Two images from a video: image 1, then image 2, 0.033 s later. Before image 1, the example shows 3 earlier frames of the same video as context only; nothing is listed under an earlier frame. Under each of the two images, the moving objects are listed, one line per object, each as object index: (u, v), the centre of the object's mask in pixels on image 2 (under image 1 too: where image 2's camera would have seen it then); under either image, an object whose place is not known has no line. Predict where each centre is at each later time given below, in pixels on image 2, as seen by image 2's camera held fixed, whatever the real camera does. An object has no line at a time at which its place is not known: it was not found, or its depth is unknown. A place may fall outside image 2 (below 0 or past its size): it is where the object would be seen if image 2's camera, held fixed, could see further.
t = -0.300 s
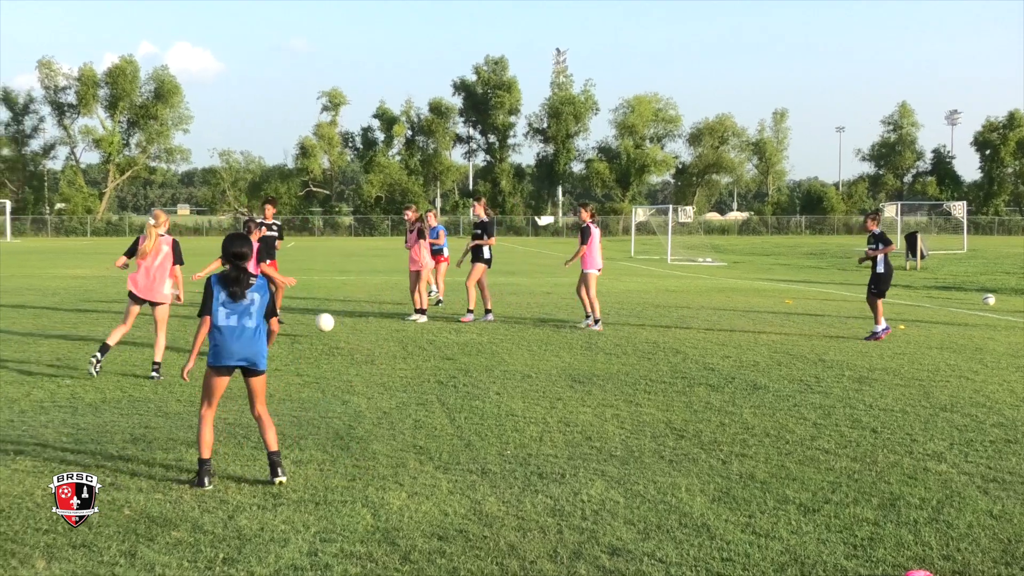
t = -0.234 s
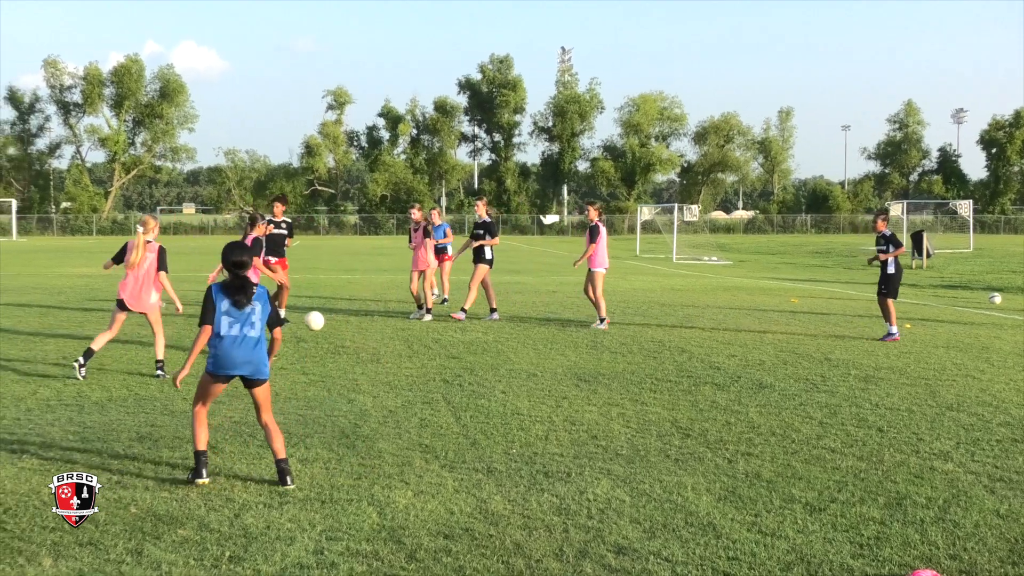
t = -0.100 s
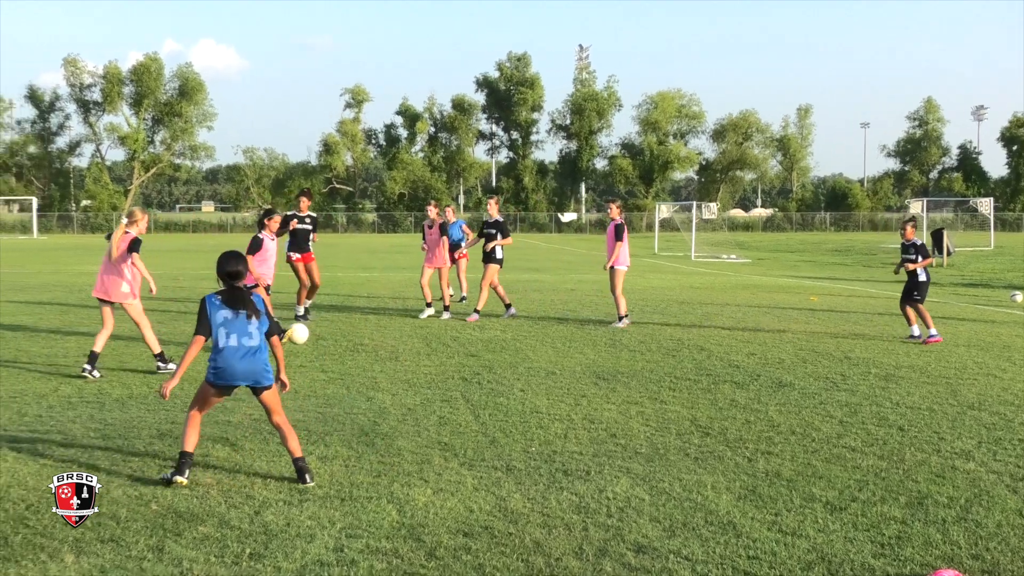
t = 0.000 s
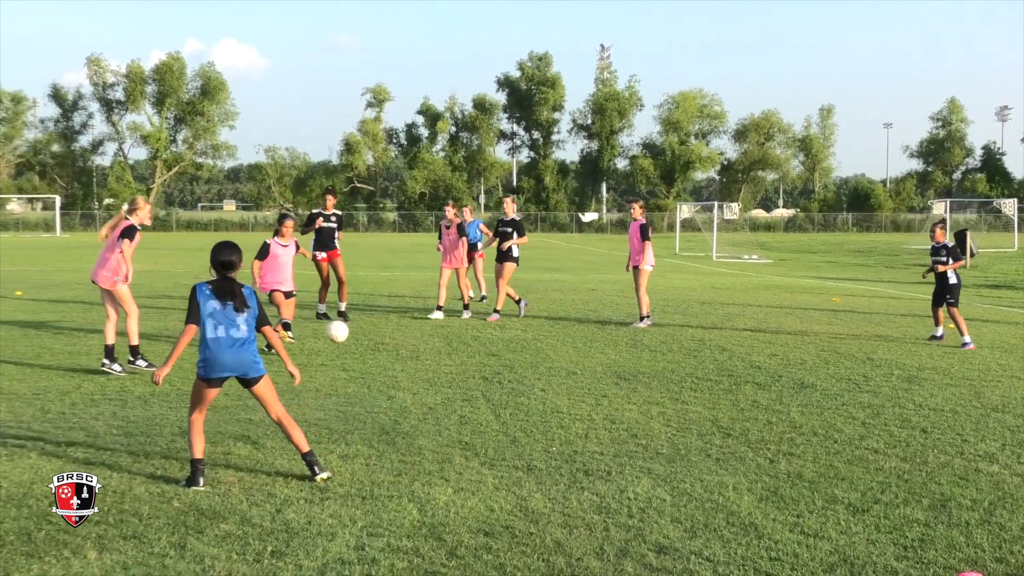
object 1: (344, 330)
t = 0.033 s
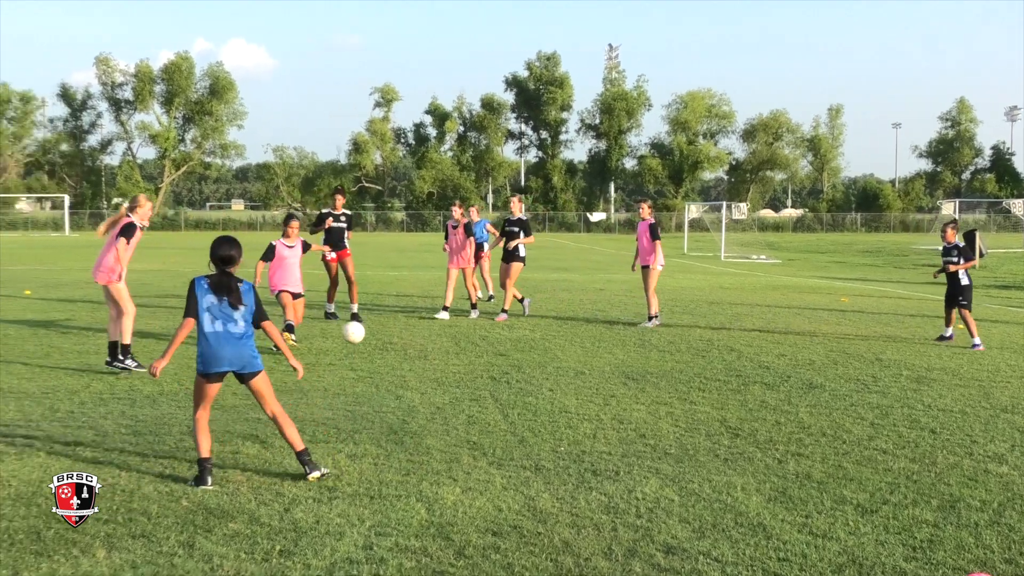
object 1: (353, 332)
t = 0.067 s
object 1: (363, 335)
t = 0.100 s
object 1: (374, 338)
